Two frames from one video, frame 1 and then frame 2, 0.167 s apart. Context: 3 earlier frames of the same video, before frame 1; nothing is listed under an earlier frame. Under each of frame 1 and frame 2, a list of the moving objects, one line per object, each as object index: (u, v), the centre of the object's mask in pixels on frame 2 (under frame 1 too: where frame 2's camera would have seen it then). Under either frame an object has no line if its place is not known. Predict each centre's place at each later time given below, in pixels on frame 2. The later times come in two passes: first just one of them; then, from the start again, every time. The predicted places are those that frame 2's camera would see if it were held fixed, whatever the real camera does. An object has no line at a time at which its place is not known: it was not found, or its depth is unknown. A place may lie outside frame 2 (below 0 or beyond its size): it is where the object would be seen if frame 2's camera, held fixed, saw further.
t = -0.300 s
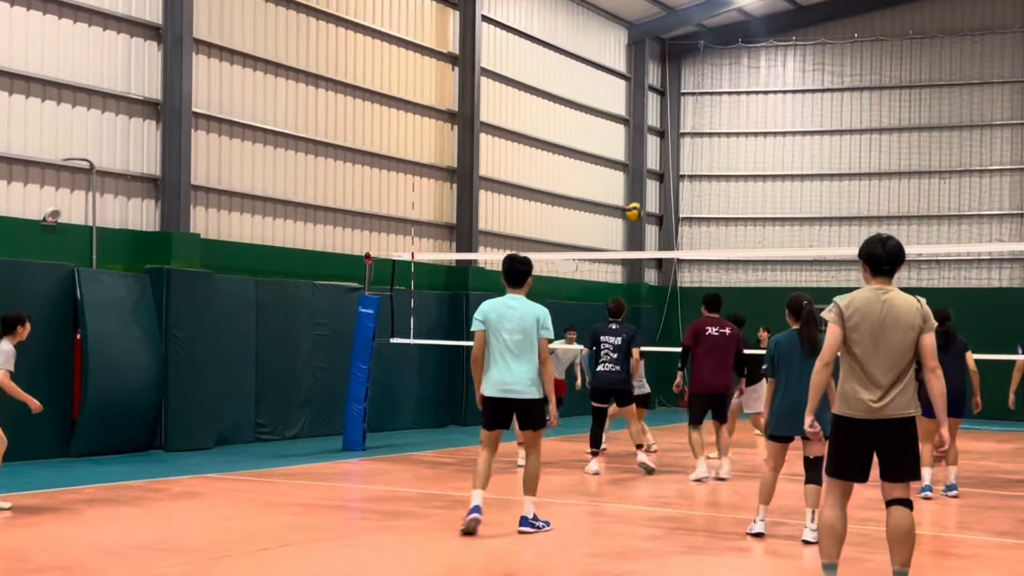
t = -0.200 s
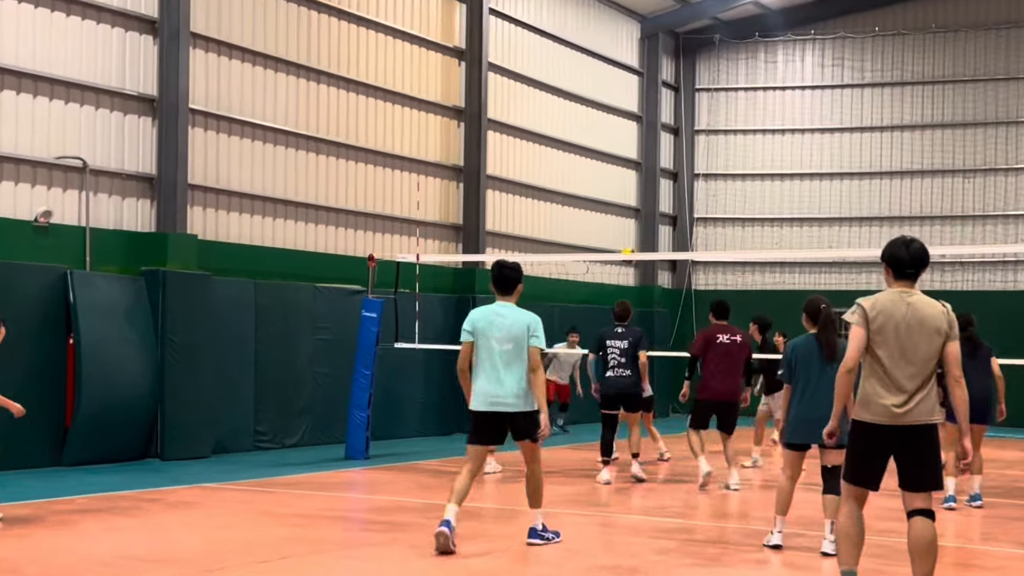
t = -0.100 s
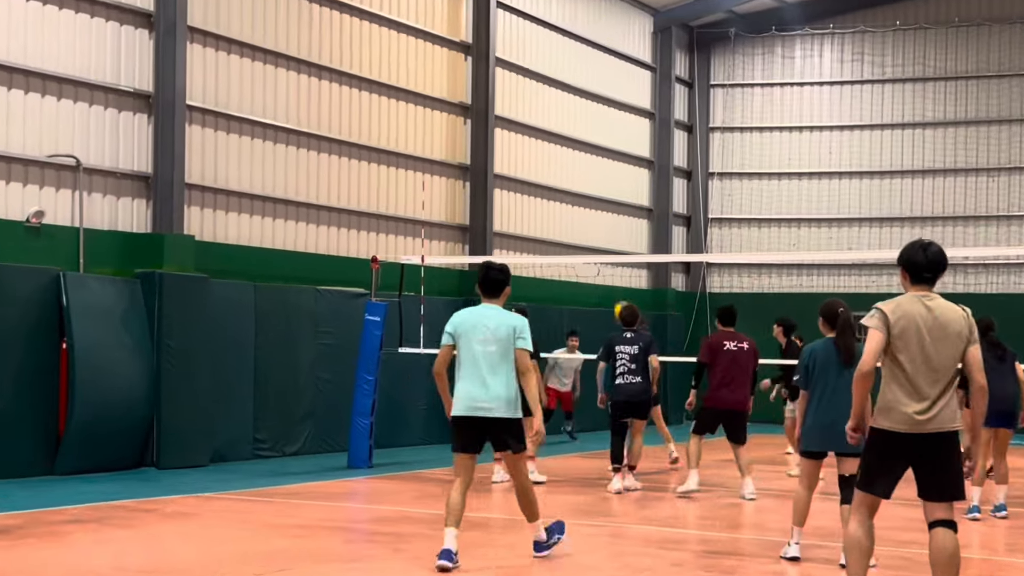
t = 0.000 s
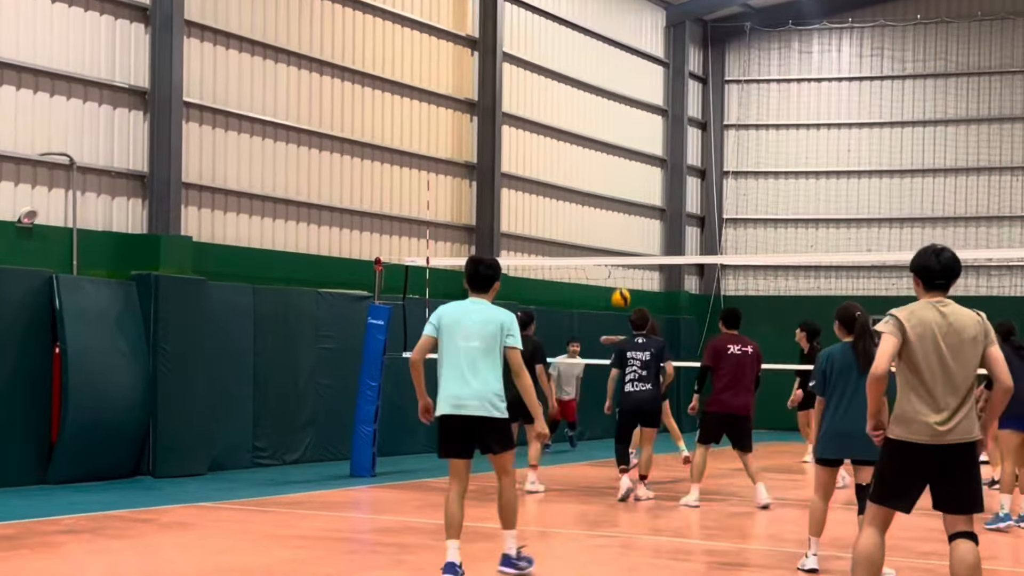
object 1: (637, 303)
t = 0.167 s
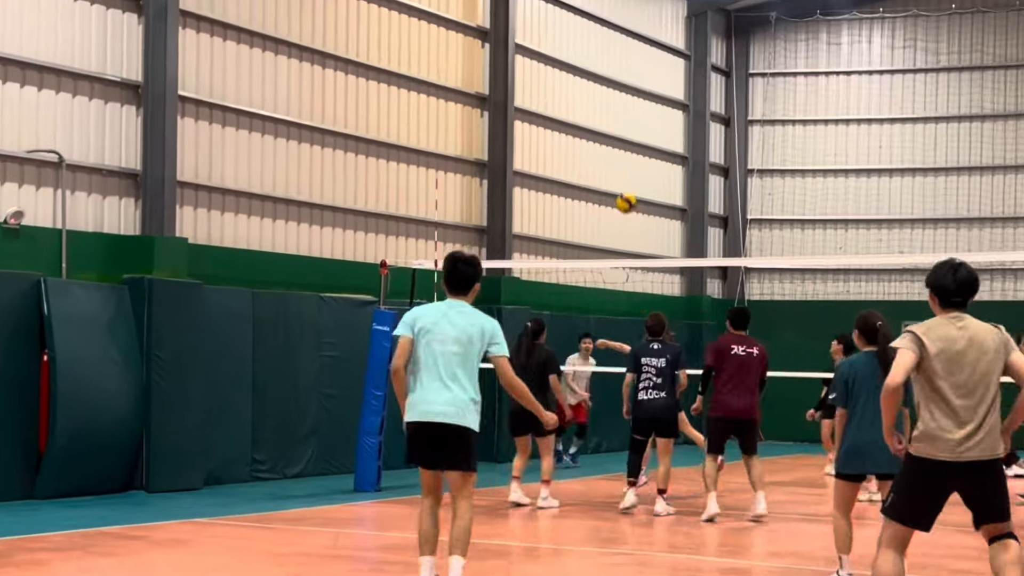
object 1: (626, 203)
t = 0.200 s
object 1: (623, 186)
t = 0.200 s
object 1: (623, 186)
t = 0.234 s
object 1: (621, 171)
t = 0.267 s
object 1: (619, 156)
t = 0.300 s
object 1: (616, 142)
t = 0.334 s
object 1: (614, 130)
